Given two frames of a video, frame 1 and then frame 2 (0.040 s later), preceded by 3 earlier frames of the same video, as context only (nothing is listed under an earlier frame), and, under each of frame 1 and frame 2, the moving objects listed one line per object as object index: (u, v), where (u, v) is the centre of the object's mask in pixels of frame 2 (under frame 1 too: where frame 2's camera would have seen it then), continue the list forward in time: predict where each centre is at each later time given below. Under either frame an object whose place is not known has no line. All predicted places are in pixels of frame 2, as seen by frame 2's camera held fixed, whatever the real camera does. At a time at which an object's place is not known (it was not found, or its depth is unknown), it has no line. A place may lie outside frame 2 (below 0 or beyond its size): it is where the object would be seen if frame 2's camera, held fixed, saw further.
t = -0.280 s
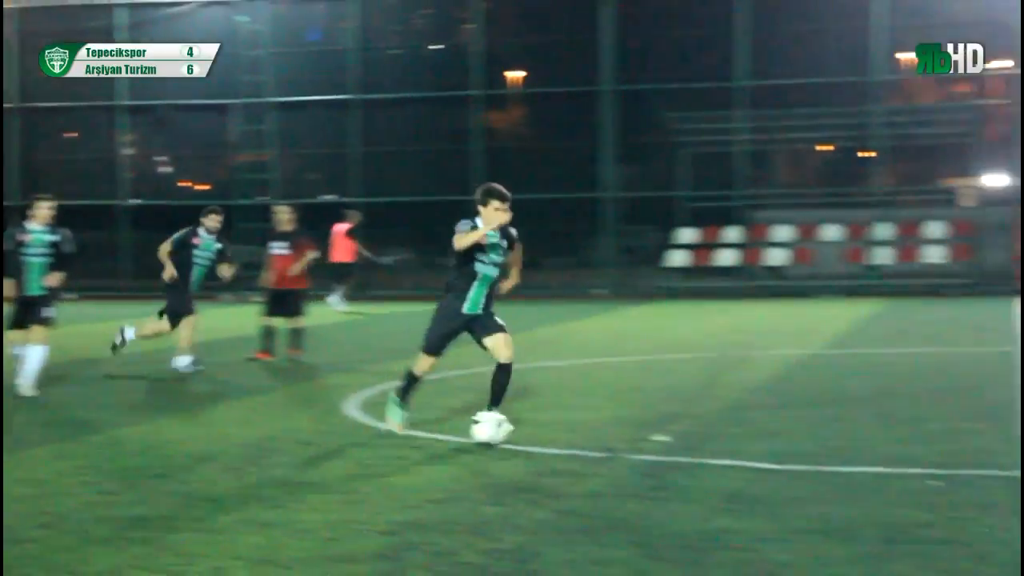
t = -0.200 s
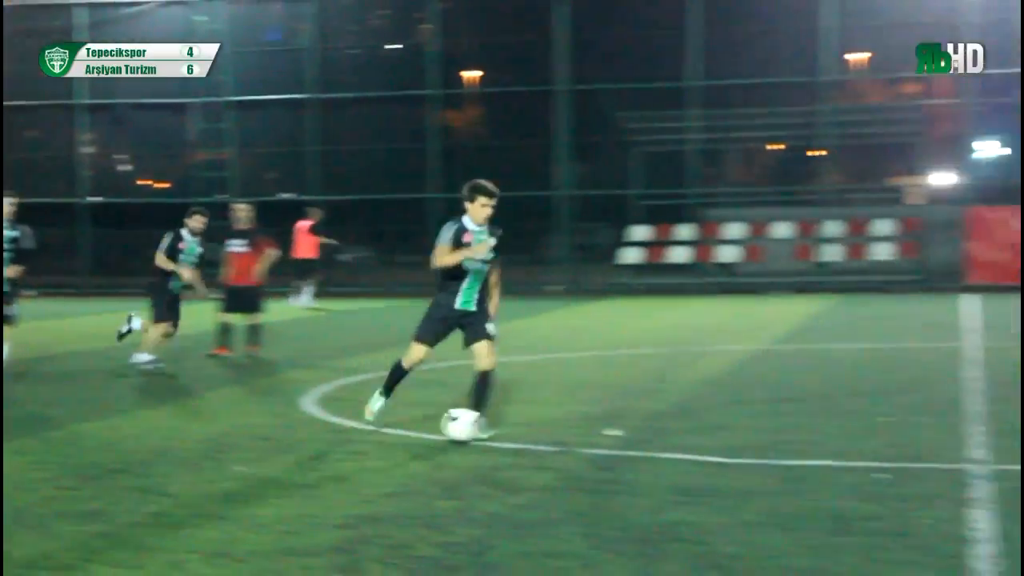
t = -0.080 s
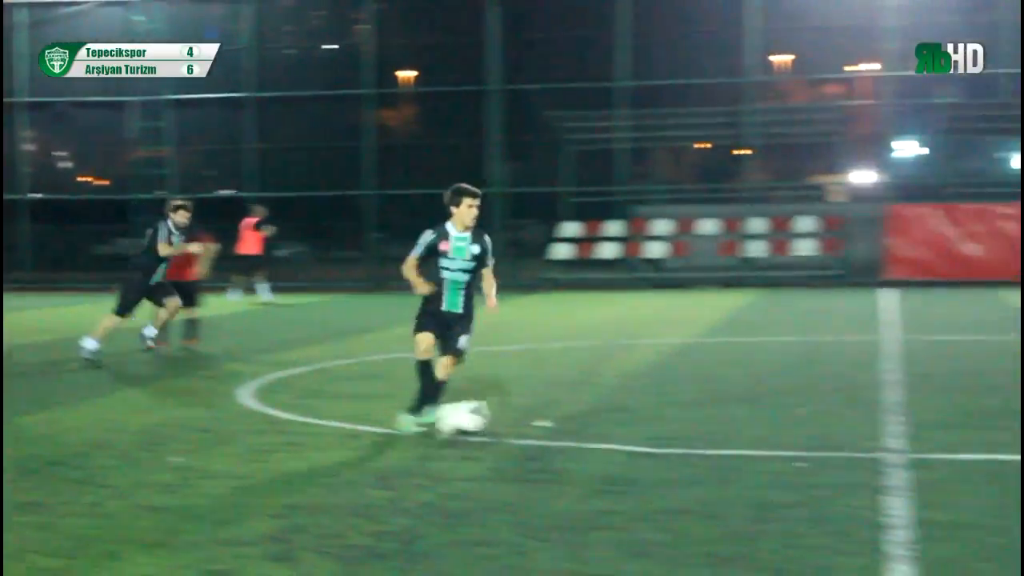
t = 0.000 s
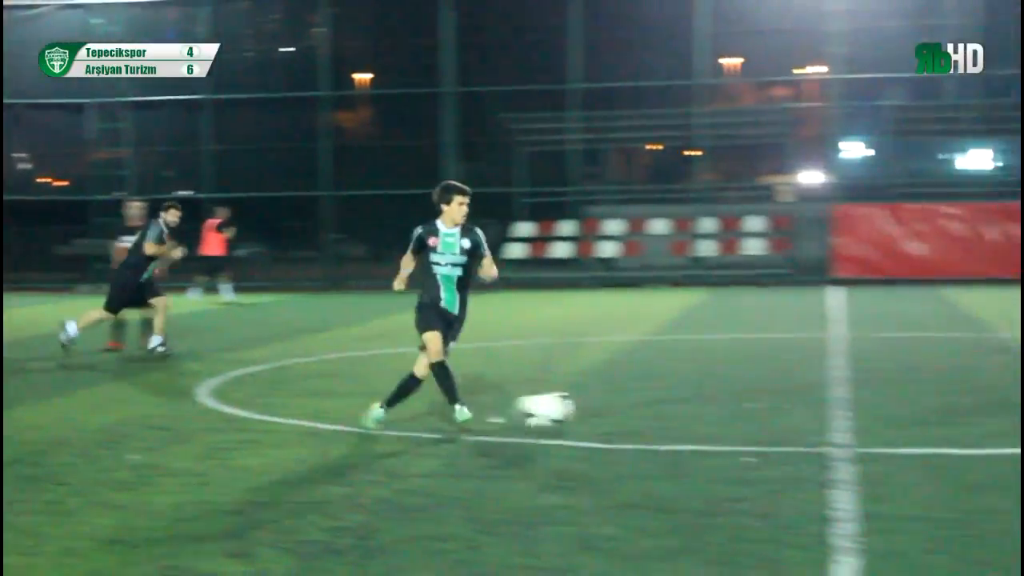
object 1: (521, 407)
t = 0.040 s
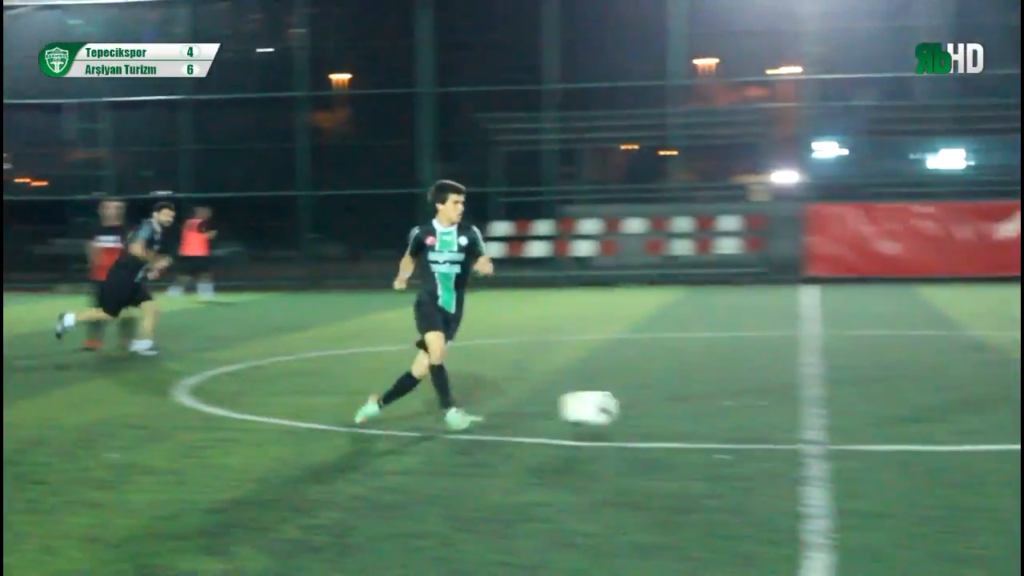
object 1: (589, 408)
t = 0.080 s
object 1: (658, 411)
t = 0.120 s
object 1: (735, 418)
